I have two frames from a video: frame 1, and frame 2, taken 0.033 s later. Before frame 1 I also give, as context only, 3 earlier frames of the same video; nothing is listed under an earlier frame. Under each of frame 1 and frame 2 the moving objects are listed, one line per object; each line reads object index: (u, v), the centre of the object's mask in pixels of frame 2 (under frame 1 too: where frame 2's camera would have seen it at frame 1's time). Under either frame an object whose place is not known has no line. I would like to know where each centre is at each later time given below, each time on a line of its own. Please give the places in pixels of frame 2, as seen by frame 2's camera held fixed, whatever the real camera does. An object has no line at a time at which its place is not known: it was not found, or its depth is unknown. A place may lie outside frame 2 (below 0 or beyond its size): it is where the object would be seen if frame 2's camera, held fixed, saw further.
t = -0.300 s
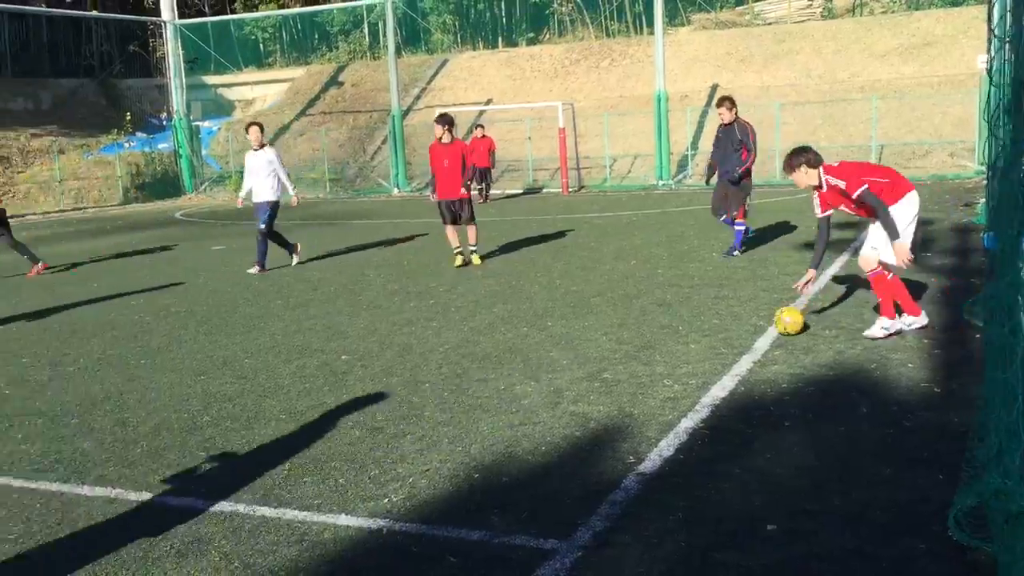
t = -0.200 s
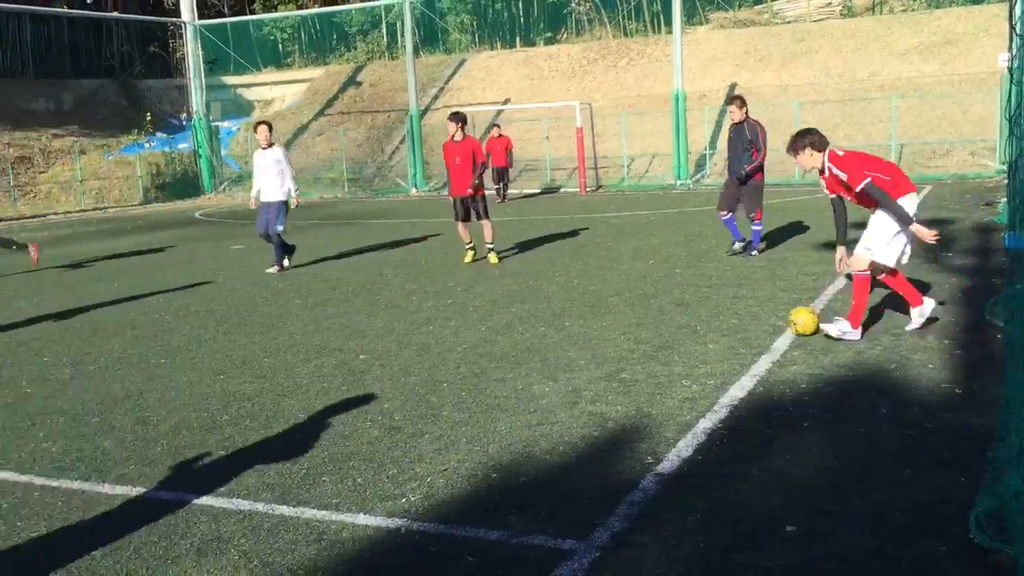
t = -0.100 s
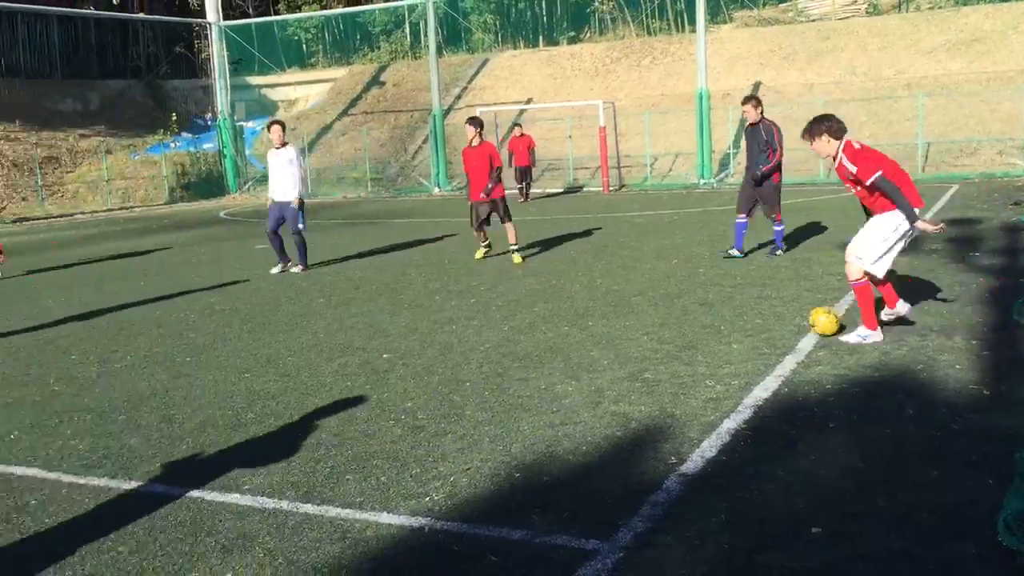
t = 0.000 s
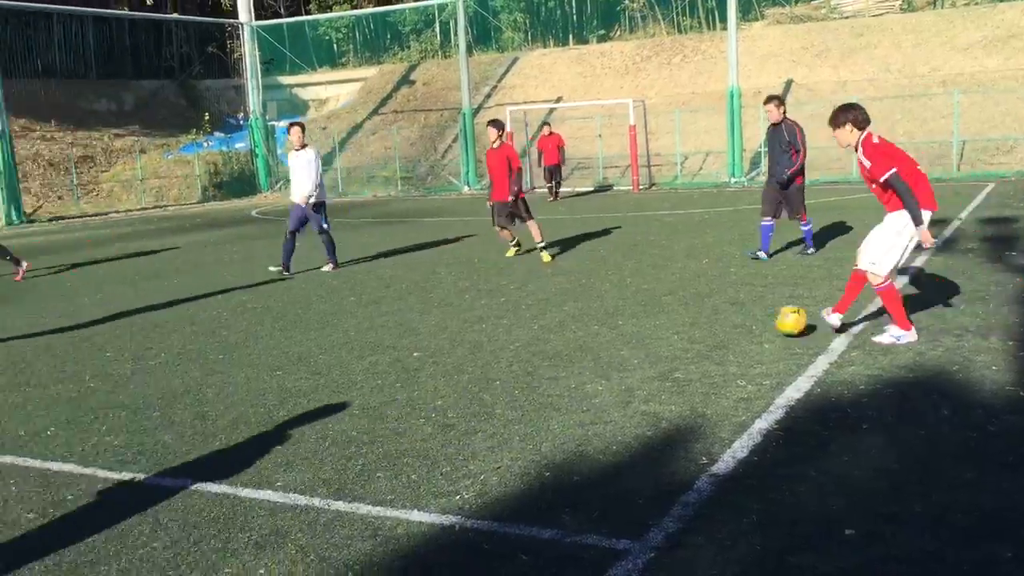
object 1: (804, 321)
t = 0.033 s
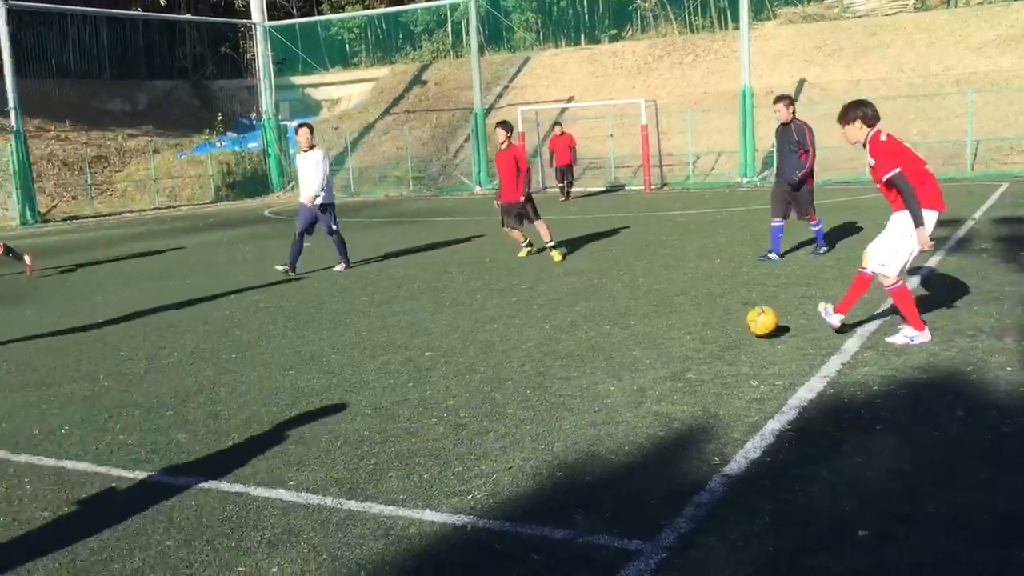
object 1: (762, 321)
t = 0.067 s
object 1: (720, 322)
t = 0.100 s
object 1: (679, 325)
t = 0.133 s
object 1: (639, 330)
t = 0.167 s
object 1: (602, 332)
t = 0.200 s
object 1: (567, 333)
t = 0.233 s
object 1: (533, 335)
